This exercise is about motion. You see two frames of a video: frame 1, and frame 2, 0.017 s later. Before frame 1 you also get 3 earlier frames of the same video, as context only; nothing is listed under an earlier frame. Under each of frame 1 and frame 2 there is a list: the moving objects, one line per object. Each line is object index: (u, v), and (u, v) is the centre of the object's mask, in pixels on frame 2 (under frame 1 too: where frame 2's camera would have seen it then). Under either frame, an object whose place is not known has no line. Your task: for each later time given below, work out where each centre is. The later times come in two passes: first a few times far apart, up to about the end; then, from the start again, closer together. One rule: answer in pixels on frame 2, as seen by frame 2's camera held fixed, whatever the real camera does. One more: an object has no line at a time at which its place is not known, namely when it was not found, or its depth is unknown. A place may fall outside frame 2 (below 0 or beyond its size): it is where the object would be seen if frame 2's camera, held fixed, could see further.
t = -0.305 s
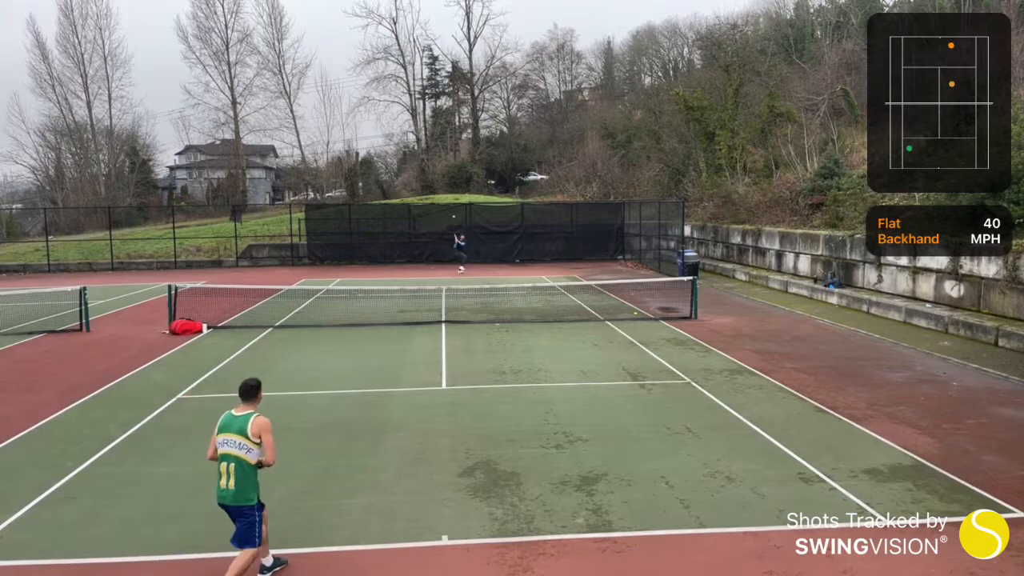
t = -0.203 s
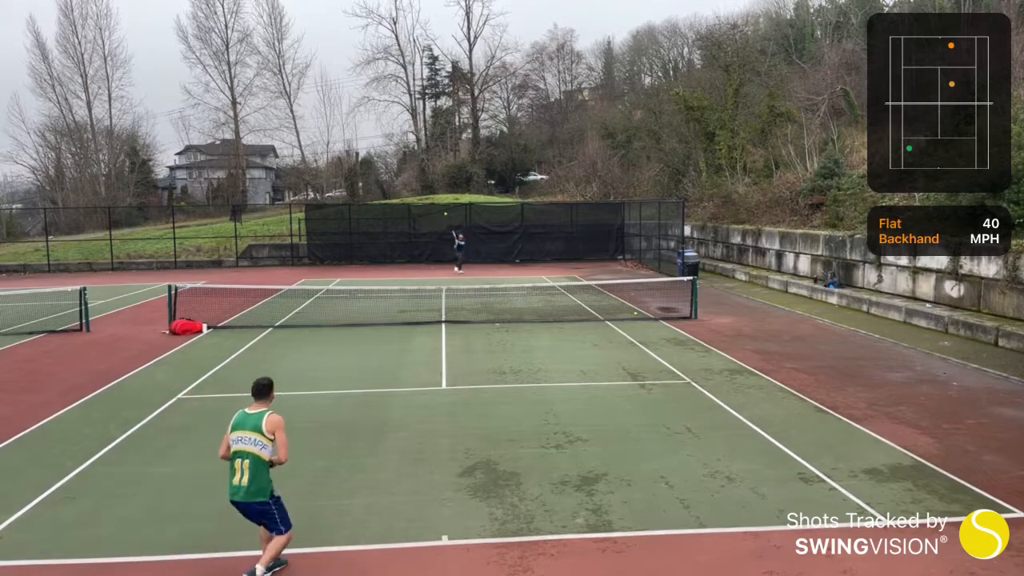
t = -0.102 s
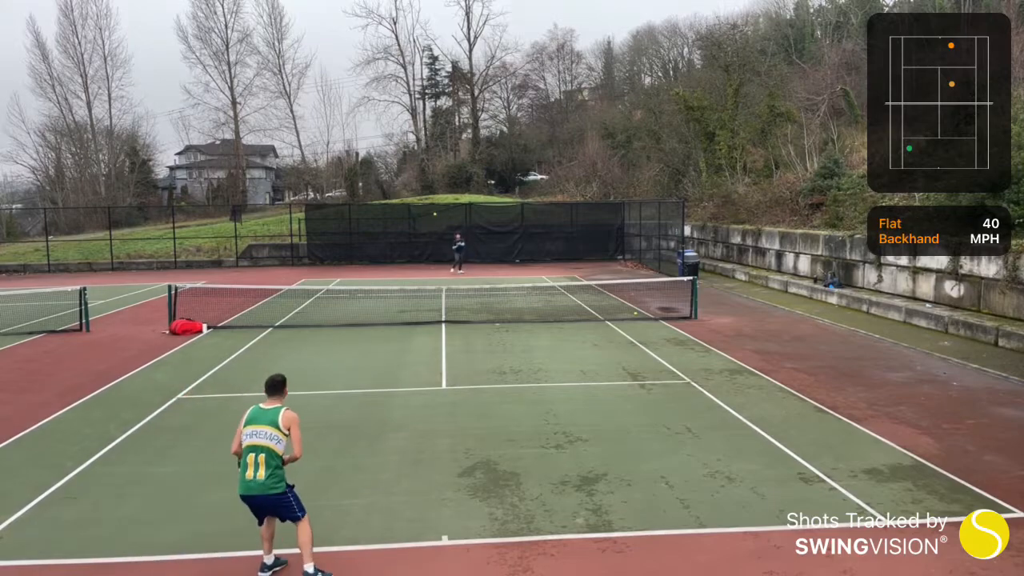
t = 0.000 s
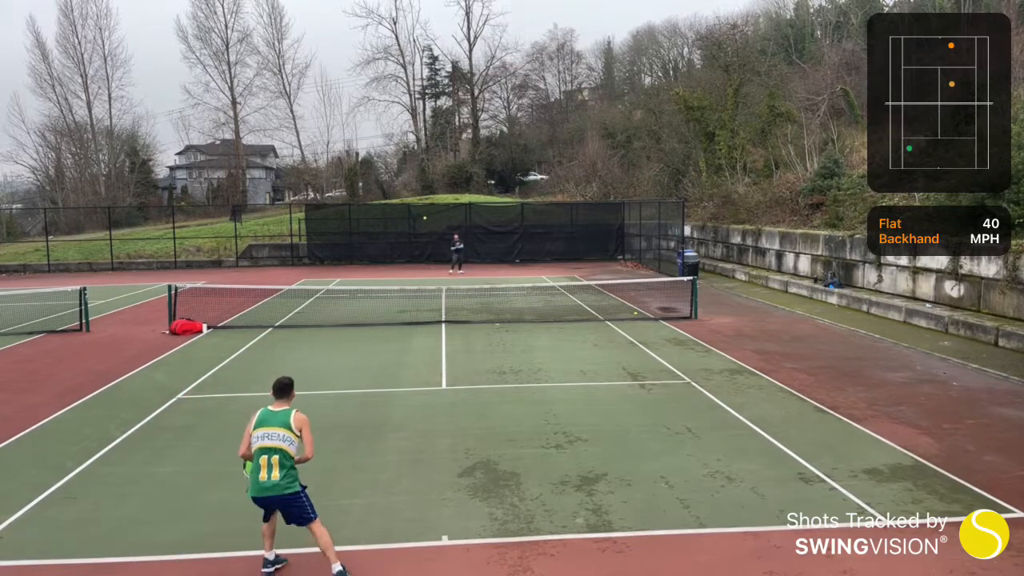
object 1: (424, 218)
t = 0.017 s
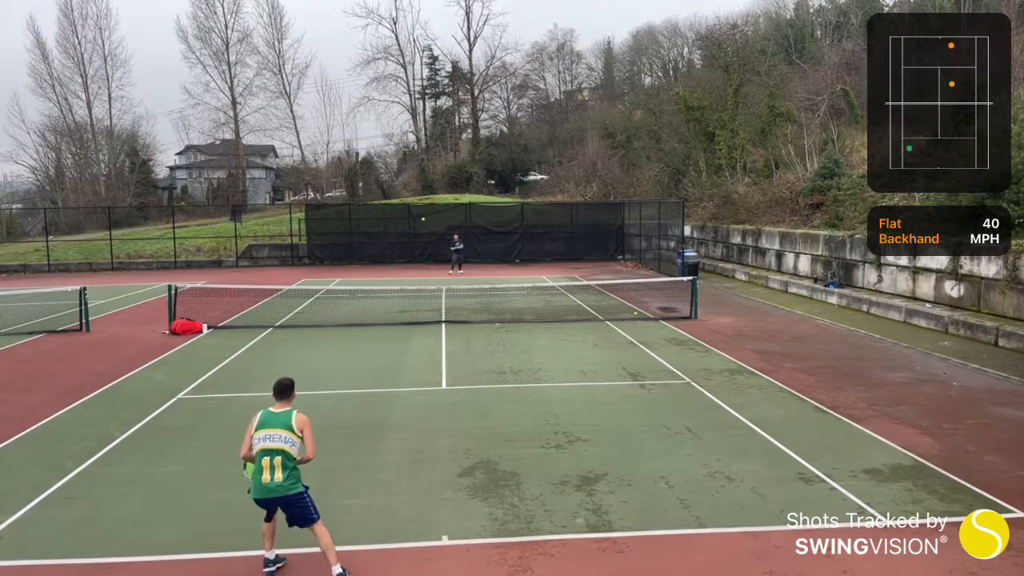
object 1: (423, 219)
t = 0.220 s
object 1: (398, 242)
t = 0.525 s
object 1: (346, 335)
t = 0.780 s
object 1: (295, 400)
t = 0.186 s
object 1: (402, 237)
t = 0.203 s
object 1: (400, 239)
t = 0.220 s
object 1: (398, 242)
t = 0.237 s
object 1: (395, 246)
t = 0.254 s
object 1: (393, 249)
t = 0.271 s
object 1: (391, 252)
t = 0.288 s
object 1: (388, 256)
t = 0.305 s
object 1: (386, 259)
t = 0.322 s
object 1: (383, 264)
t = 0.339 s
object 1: (380, 268)
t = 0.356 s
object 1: (378, 272)
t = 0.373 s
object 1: (375, 277)
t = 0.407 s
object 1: (369, 289)
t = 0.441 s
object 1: (363, 300)
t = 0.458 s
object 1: (360, 305)
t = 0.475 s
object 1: (356, 313)
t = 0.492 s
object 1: (353, 320)
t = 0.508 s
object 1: (349, 327)
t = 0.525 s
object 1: (346, 335)
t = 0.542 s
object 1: (342, 343)
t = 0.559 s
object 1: (338, 351)
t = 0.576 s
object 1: (334, 360)
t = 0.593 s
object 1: (330, 370)
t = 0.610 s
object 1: (326, 379)
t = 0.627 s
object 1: (322, 390)
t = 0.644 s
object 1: (317, 400)
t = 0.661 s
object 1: (313, 412)
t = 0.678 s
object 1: (309, 422)
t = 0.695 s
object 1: (307, 418)
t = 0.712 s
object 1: (304, 414)
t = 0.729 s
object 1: (302, 410)
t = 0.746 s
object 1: (300, 407)
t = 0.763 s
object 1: (297, 403)
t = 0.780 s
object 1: (295, 400)
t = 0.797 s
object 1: (292, 398)
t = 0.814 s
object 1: (290, 395)
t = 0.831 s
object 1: (287, 393)
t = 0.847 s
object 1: (282, 388)
